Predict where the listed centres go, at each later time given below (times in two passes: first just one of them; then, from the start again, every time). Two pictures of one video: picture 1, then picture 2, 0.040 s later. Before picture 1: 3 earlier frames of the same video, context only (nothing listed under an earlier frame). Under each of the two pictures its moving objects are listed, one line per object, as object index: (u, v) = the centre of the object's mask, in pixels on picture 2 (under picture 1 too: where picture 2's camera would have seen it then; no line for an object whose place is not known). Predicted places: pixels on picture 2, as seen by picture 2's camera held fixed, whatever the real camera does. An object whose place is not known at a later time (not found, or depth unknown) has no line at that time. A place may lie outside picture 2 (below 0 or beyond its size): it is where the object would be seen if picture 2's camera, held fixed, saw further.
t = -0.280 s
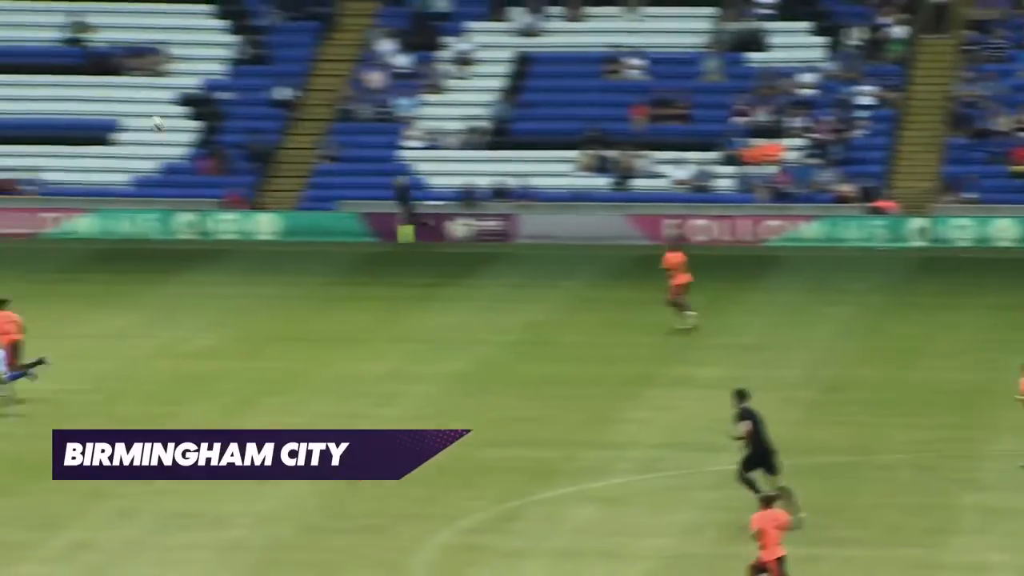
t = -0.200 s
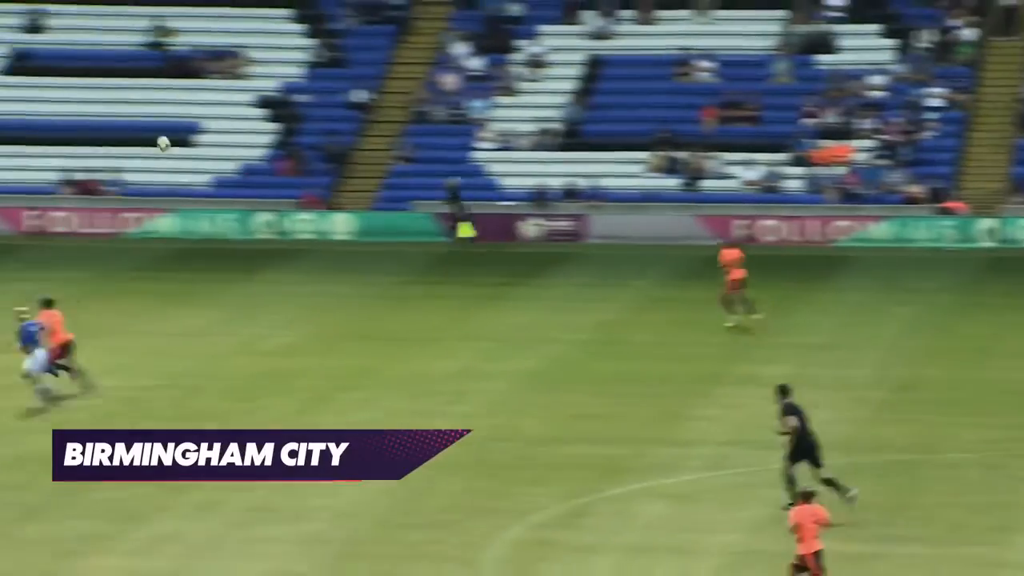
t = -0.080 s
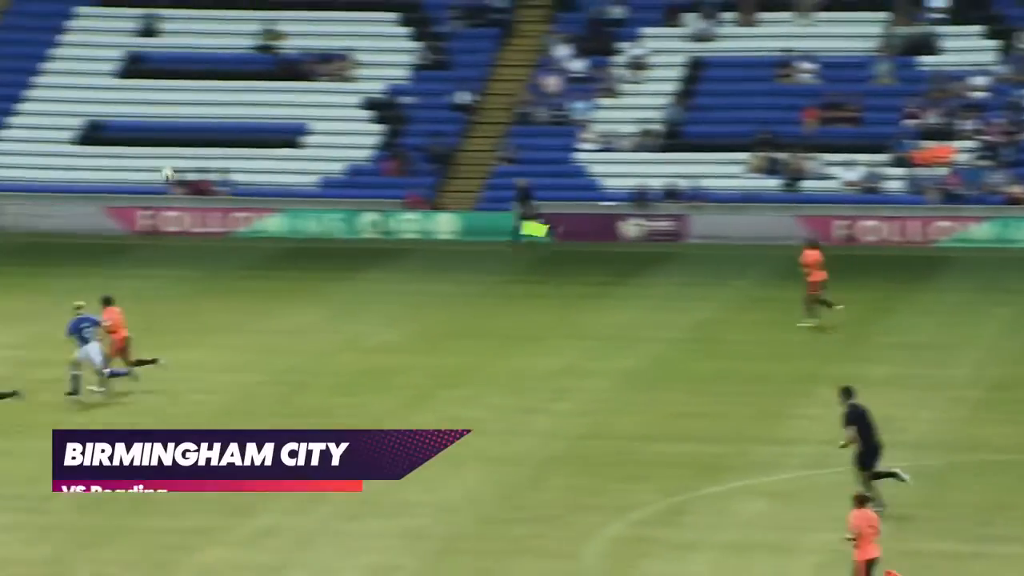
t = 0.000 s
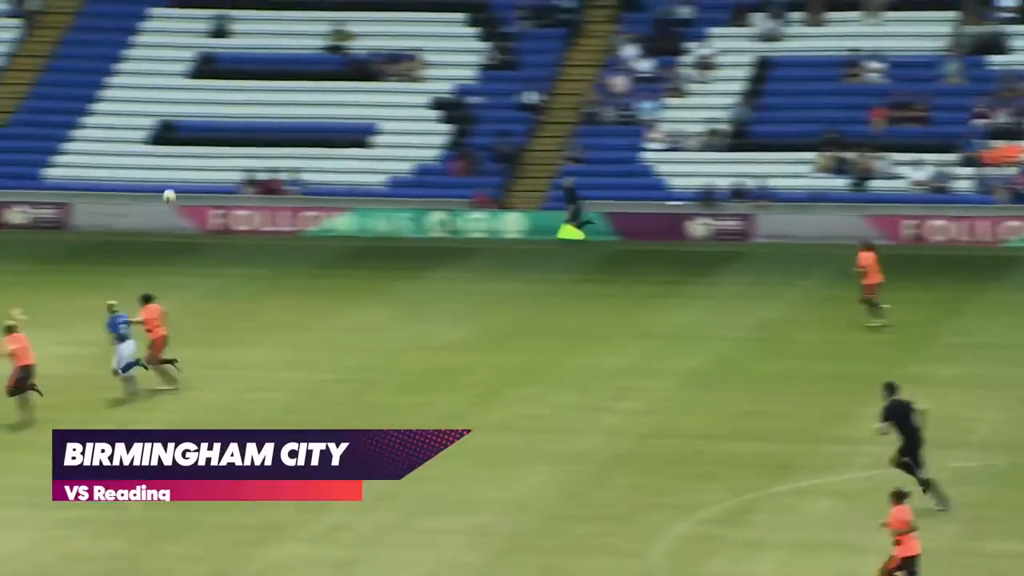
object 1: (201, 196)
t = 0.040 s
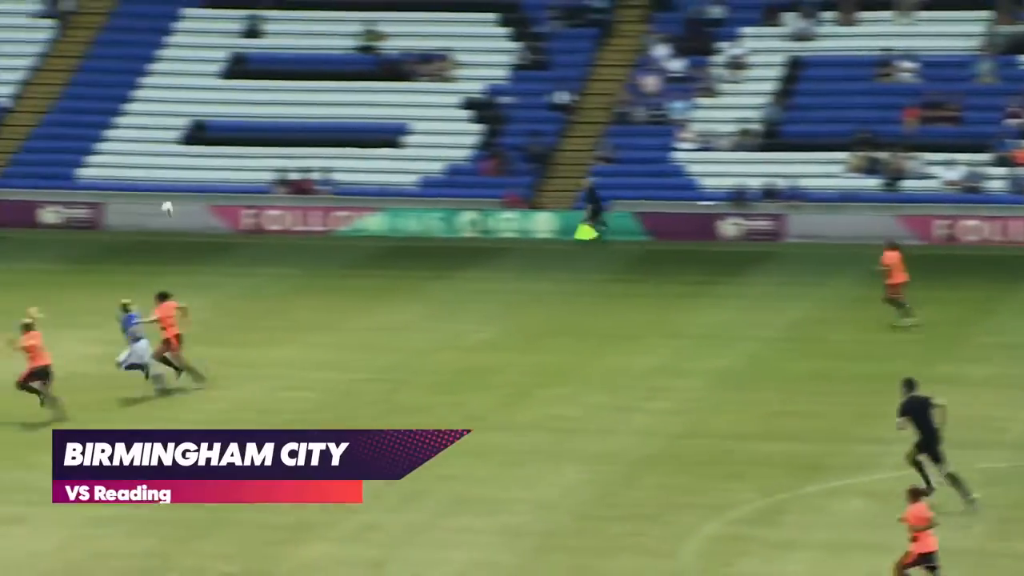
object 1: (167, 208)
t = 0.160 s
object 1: (62, 250)
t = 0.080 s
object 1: (133, 223)
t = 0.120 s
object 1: (97, 236)
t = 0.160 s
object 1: (62, 250)
